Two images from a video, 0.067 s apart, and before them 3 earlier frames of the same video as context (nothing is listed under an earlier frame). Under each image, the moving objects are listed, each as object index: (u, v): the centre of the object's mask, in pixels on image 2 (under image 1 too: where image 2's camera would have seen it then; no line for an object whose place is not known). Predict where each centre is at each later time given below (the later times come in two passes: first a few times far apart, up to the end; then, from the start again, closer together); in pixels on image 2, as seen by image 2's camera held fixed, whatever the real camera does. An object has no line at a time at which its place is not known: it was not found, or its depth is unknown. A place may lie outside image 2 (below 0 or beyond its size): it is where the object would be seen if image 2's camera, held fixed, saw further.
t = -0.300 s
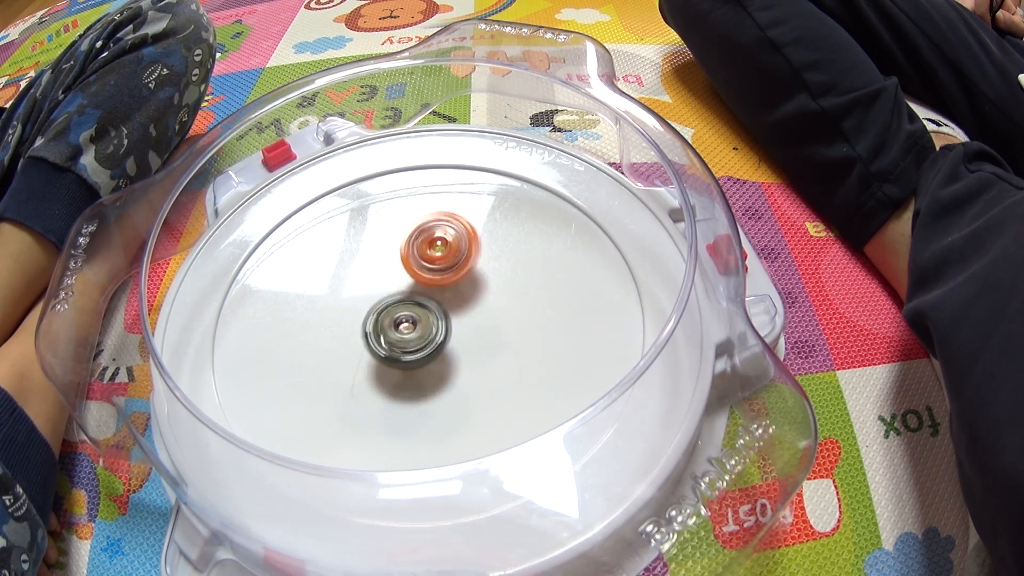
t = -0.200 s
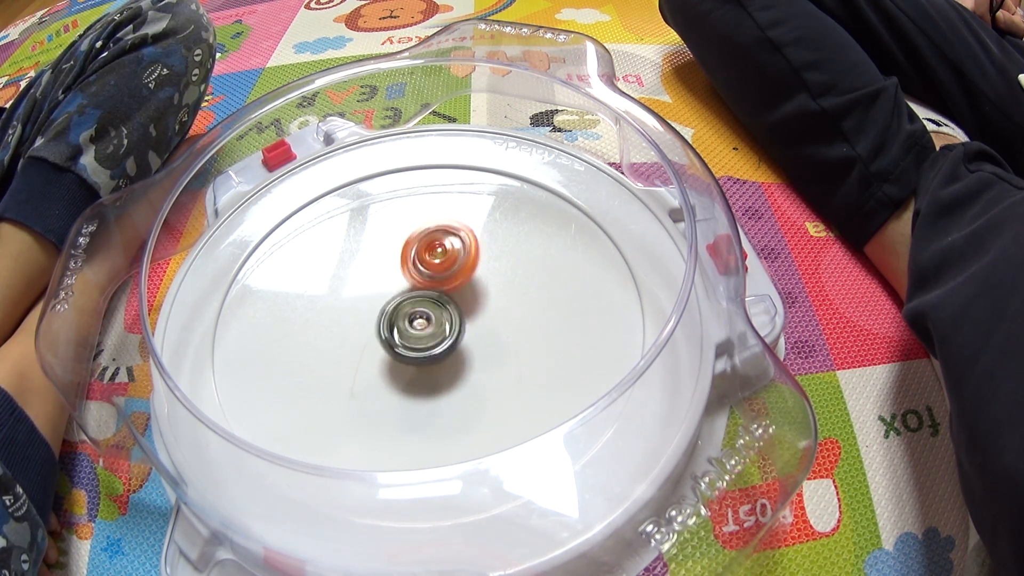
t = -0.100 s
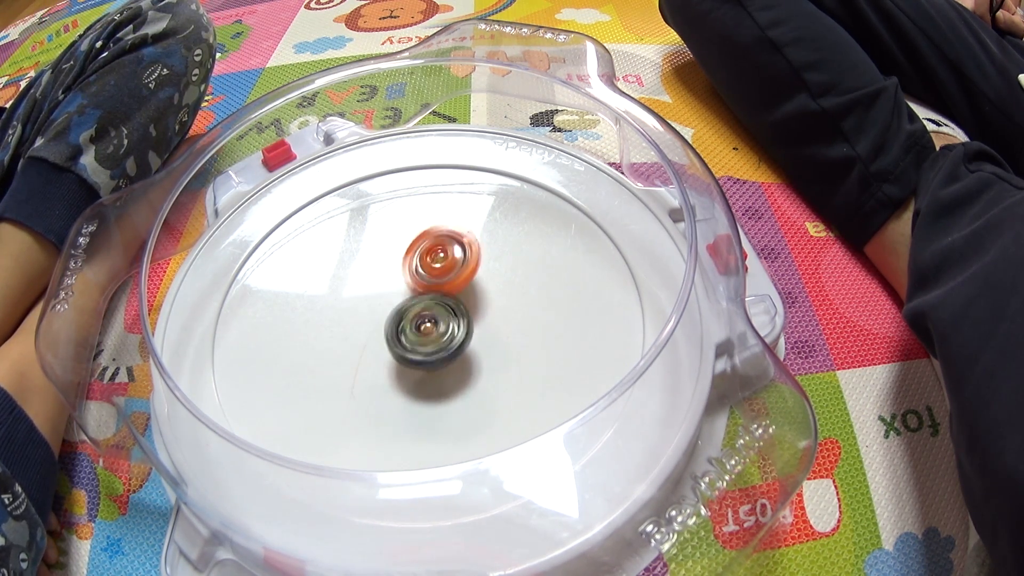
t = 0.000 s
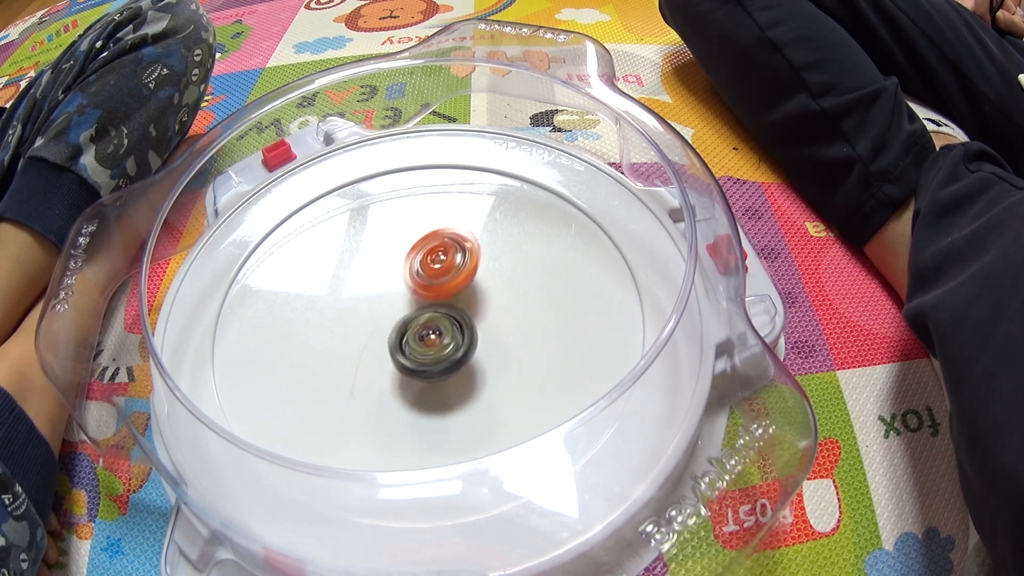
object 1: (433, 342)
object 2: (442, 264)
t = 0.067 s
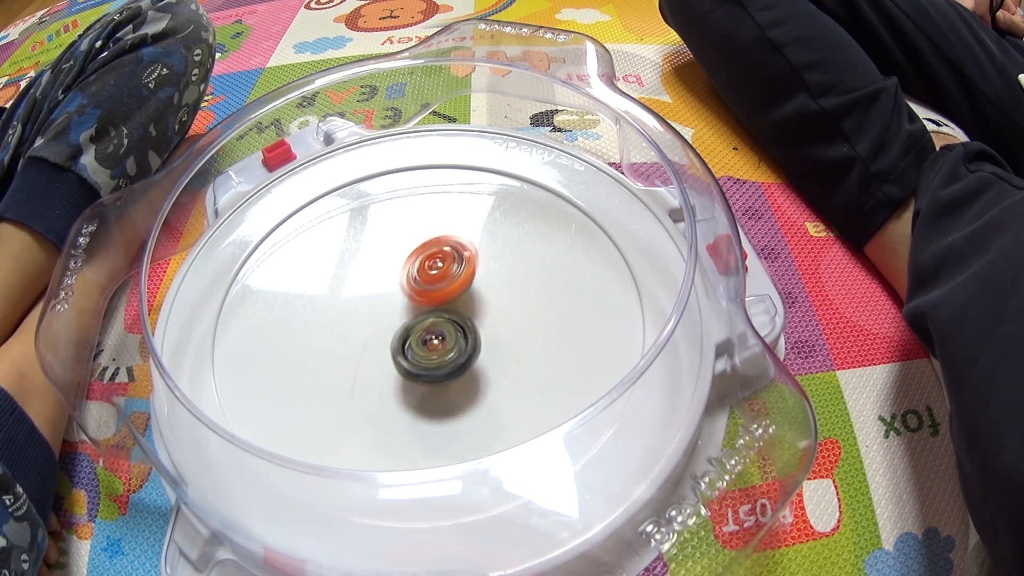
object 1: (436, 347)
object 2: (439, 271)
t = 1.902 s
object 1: (376, 355)
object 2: (466, 399)
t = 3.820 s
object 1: (430, 275)
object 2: (335, 316)
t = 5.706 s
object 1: (495, 346)
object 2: (374, 313)
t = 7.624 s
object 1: (422, 263)
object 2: (437, 326)
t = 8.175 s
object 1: (569, 341)
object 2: (395, 307)
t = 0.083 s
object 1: (436, 349)
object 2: (439, 272)
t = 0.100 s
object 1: (436, 350)
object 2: (437, 275)
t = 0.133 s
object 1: (437, 352)
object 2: (434, 280)
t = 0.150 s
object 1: (437, 353)
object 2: (433, 282)
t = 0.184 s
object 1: (436, 359)
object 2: (431, 284)
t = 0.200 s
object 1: (435, 361)
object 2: (430, 286)
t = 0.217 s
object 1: (435, 362)
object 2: (428, 287)
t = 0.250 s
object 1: (435, 363)
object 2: (425, 289)
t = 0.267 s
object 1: (434, 364)
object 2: (423, 291)
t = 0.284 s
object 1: (434, 365)
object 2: (422, 292)
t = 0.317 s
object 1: (432, 367)
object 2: (418, 294)
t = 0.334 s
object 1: (431, 367)
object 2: (416, 296)
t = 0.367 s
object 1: (429, 368)
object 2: (413, 297)
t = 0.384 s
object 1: (427, 368)
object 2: (411, 298)
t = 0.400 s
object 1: (427, 368)
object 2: (408, 299)
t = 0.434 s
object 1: (424, 367)
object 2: (405, 300)
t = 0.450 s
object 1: (423, 368)
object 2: (402, 299)
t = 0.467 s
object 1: (422, 367)
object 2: (401, 298)
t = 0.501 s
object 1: (419, 367)
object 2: (397, 298)
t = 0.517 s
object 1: (419, 366)
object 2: (396, 297)
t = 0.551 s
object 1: (417, 364)
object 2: (393, 296)
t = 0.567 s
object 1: (415, 363)
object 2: (392, 296)
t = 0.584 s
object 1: (415, 362)
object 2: (391, 295)
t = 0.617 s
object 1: (413, 360)
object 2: (388, 292)
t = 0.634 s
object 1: (411, 358)
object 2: (387, 291)
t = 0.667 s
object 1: (411, 356)
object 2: (385, 289)
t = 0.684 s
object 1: (410, 360)
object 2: (385, 282)
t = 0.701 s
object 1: (410, 365)
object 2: (383, 273)
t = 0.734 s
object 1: (409, 368)
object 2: (380, 259)
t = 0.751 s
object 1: (409, 368)
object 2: (378, 252)
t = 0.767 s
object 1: (409, 367)
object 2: (377, 247)
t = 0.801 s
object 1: (410, 366)
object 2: (373, 238)
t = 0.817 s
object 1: (410, 365)
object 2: (372, 234)
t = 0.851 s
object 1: (410, 363)
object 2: (371, 225)
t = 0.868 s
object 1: (411, 361)
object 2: (371, 220)
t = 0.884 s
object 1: (411, 360)
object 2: (371, 218)
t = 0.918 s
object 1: (412, 357)
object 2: (371, 213)
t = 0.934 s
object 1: (412, 355)
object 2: (370, 211)
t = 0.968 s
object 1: (413, 352)
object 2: (371, 209)
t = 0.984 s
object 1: (414, 350)
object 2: (373, 209)
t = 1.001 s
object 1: (414, 348)
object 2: (374, 210)
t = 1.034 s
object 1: (415, 345)
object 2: (377, 210)
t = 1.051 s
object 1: (416, 343)
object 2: (377, 210)
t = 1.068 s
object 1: (416, 342)
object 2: (379, 212)
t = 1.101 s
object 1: (418, 338)
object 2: (381, 216)
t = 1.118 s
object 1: (418, 336)
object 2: (381, 218)
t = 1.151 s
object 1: (420, 332)
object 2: (384, 224)
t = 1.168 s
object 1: (422, 330)
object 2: (387, 226)
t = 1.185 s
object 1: (423, 329)
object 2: (389, 228)
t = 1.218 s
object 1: (425, 325)
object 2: (394, 233)
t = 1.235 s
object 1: (426, 323)
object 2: (396, 235)
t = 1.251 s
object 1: (428, 322)
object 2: (399, 239)
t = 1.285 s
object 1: (431, 319)
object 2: (407, 246)
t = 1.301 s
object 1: (432, 318)
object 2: (411, 250)
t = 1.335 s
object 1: (432, 318)
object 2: (420, 255)
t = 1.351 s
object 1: (429, 323)
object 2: (427, 255)
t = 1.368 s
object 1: (428, 330)
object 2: (435, 255)
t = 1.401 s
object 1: (423, 339)
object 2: (447, 259)
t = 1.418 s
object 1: (422, 343)
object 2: (455, 261)
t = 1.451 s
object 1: (421, 348)
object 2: (468, 267)
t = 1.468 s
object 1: (420, 348)
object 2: (470, 272)
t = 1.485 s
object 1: (421, 350)
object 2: (473, 276)
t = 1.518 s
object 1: (422, 353)
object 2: (479, 287)
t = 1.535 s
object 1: (421, 355)
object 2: (481, 291)
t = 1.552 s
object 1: (421, 355)
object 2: (483, 297)
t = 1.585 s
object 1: (420, 358)
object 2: (487, 310)
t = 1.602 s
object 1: (421, 359)
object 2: (488, 315)
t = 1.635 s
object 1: (409, 362)
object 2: (496, 328)
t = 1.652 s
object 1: (404, 364)
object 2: (499, 334)
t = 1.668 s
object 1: (399, 364)
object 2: (502, 339)
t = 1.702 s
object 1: (395, 365)
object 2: (505, 350)
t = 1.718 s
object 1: (393, 365)
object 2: (504, 357)
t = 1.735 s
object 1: (391, 365)
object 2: (503, 361)
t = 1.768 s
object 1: (387, 364)
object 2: (499, 372)
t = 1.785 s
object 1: (385, 364)
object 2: (496, 376)
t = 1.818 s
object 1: (382, 361)
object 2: (490, 384)
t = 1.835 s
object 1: (380, 360)
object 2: (486, 387)
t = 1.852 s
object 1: (379, 360)
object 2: (481, 391)
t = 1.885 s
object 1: (377, 357)
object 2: (472, 397)
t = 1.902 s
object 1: (376, 355)
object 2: (466, 399)
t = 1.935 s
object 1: (375, 352)
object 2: (454, 404)
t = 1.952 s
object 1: (374, 350)
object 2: (448, 405)
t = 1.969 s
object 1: (375, 347)
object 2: (442, 405)
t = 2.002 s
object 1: (375, 344)
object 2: (428, 406)
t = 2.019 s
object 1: (376, 341)
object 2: (422, 405)
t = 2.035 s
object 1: (375, 336)
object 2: (416, 407)
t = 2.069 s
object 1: (375, 326)
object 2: (405, 406)
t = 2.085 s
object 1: (376, 322)
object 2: (398, 406)
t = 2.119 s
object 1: (380, 314)
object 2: (388, 402)
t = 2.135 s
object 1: (381, 311)
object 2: (383, 399)
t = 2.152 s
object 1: (383, 308)
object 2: (379, 395)
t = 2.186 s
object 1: (389, 301)
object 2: (370, 387)
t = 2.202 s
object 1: (391, 298)
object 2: (368, 382)
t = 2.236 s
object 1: (397, 292)
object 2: (361, 372)
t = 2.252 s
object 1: (400, 289)
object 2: (360, 367)
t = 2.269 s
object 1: (404, 287)
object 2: (358, 362)
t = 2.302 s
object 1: (410, 282)
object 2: (355, 351)
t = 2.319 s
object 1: (415, 279)
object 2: (353, 343)
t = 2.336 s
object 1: (418, 278)
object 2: (353, 336)
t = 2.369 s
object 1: (425, 275)
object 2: (352, 324)
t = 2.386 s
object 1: (429, 273)
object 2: (353, 317)
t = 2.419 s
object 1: (436, 271)
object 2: (355, 305)
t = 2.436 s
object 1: (439, 270)
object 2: (356, 298)
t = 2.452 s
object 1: (443, 270)
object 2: (359, 294)
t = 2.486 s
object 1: (449, 269)
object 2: (363, 282)
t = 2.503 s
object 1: (452, 269)
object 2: (366, 279)
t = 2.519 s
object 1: (454, 269)
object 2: (370, 272)
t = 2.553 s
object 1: (460, 270)
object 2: (376, 265)
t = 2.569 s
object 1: (463, 271)
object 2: (380, 260)
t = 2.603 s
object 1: (467, 273)
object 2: (389, 254)
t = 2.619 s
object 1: (469, 275)
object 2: (394, 249)
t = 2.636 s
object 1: (471, 276)
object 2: (399, 246)
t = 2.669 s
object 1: (474, 280)
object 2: (409, 243)
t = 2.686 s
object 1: (474, 282)
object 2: (414, 240)
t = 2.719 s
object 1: (476, 286)
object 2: (424, 238)
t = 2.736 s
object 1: (476, 288)
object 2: (430, 236)
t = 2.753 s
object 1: (477, 291)
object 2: (434, 236)
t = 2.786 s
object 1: (476, 296)
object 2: (447, 234)
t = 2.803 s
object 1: (475, 298)
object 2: (451, 236)
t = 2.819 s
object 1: (474, 301)
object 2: (457, 236)
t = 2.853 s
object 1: (472, 307)
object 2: (467, 237)
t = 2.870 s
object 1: (469, 309)
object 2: (471, 239)
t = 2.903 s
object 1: (465, 314)
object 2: (479, 242)
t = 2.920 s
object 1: (462, 317)
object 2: (483, 245)
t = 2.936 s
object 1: (460, 320)
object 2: (487, 246)
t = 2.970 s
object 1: (453, 324)
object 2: (492, 253)
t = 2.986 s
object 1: (449, 326)
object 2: (496, 256)
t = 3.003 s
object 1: (445, 328)
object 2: (497, 261)
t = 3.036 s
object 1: (436, 331)
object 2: (501, 269)
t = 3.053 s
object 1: (430, 333)
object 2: (502, 274)
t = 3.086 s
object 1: (422, 335)
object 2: (504, 283)
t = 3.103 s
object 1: (416, 336)
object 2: (504, 289)
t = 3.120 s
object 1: (411, 337)
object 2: (504, 293)
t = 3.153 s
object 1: (402, 338)
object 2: (501, 305)
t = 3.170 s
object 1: (396, 337)
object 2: (500, 310)
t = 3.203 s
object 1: (388, 336)
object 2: (494, 322)
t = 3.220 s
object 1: (384, 335)
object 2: (492, 328)
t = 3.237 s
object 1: (378, 334)
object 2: (489, 334)
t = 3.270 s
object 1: (373, 332)
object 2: (480, 347)
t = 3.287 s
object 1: (369, 330)
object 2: (475, 352)
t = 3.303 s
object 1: (367, 329)
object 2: (469, 358)
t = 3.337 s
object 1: (363, 325)
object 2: (458, 368)
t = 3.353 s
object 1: (361, 324)
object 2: (452, 372)
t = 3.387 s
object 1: (359, 320)
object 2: (441, 378)
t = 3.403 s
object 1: (358, 318)
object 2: (435, 380)
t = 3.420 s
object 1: (357, 317)
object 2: (428, 382)
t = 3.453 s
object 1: (357, 312)
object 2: (415, 384)
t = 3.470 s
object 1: (357, 310)
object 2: (406, 384)
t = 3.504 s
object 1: (359, 306)
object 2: (392, 385)
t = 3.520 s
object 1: (360, 304)
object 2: (386, 384)
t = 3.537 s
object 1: (362, 302)
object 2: (380, 384)
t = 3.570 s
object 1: (365, 299)
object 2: (369, 377)
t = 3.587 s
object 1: (367, 297)
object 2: (364, 377)
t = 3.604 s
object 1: (368, 295)
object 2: (360, 373)
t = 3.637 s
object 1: (373, 293)
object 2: (351, 364)
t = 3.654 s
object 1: (377, 292)
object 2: (348, 360)
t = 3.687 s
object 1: (385, 285)
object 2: (339, 352)
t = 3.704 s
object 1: (391, 284)
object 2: (337, 348)
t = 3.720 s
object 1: (396, 282)
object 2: (336, 345)
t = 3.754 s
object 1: (407, 279)
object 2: (334, 335)
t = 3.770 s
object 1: (413, 277)
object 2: (334, 332)
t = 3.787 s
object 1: (419, 276)
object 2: (333, 326)
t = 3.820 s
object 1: (430, 275)
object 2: (335, 316)
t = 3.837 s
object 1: (436, 274)
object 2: (335, 311)
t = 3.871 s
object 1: (447, 274)
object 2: (340, 301)
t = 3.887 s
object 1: (453, 274)
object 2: (343, 299)
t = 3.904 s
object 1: (459, 274)
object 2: (345, 294)
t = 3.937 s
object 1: (468, 275)
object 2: (353, 287)
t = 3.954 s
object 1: (473, 277)
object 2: (355, 283)
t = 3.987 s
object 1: (480, 279)
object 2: (365, 274)
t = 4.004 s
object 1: (484, 281)
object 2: (370, 273)
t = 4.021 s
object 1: (486, 282)
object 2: (375, 267)
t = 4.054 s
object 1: (492, 287)
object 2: (387, 263)
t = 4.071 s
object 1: (494, 289)
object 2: (390, 260)
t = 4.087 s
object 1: (495, 291)
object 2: (397, 258)
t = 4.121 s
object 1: (497, 295)
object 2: (408, 256)
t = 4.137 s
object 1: (498, 298)
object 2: (415, 254)
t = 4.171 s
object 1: (498, 303)
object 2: (428, 255)
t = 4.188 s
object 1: (498, 305)
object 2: (434, 253)
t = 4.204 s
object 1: (498, 308)
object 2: (441, 253)
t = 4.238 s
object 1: (496, 314)
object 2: (454, 254)
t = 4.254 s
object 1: (494, 317)
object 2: (462, 254)
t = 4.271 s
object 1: (491, 321)
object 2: (469, 254)
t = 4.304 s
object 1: (486, 329)
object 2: (479, 258)
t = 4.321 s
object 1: (482, 332)
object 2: (483, 259)
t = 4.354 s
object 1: (472, 342)
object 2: (492, 263)
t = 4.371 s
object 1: (464, 347)
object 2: (496, 265)
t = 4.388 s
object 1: (460, 353)
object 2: (498, 268)
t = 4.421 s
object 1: (446, 362)
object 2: (502, 274)
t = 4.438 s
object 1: (439, 366)
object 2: (504, 278)
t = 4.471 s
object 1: (424, 373)
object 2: (507, 288)
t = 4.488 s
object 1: (418, 375)
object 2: (508, 292)
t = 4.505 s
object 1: (410, 378)
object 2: (509, 297)
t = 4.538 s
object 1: (396, 380)
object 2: (507, 306)
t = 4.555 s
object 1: (388, 381)
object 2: (505, 310)
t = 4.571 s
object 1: (383, 383)
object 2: (504, 315)
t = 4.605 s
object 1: (370, 380)
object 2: (499, 325)
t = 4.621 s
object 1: (365, 378)
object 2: (495, 328)
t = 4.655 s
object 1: (356, 375)
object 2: (487, 339)
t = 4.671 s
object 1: (350, 372)
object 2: (482, 343)
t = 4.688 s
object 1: (346, 369)
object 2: (478, 346)
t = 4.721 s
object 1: (340, 362)
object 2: (465, 354)
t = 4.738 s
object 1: (338, 359)
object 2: (458, 357)
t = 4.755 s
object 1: (336, 356)
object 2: (450, 360)
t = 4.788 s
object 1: (333, 348)
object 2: (434, 365)
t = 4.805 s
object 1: (332, 343)
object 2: (427, 366)
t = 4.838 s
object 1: (331, 333)
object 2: (414, 367)
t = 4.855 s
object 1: (331, 328)
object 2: (408, 367)
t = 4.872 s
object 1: (330, 323)
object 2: (404, 367)
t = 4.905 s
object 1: (331, 311)
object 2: (397, 366)
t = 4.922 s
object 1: (333, 307)
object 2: (392, 365)
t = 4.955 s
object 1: (337, 295)
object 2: (387, 359)
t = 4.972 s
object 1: (340, 290)
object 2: (383, 356)
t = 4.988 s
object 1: (343, 285)
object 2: (380, 353)
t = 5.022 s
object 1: (351, 275)
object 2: (377, 348)
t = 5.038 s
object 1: (355, 270)
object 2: (373, 344)
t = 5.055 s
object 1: (359, 265)
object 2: (373, 341)
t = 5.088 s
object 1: (370, 258)
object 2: (373, 334)
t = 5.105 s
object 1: (375, 254)
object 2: (372, 331)
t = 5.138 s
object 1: (387, 248)
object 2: (373, 325)
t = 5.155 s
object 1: (392, 245)
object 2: (374, 321)
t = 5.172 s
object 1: (398, 243)
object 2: (375, 316)
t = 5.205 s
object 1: (411, 239)
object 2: (379, 309)
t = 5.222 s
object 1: (417, 238)
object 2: (382, 304)
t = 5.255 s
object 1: (430, 237)
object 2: (385, 297)
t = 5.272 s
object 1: (439, 233)
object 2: (380, 295)
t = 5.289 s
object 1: (450, 228)
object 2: (381, 297)
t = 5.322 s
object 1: (467, 226)
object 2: (375, 298)
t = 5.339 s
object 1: (476, 226)
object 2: (375, 300)
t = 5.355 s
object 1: (482, 227)
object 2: (374, 300)
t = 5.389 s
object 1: (493, 230)
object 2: (372, 300)
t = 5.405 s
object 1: (497, 233)
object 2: (373, 301)
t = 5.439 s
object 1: (505, 240)
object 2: (373, 302)
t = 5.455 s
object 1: (507, 244)
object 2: (372, 303)
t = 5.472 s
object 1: (510, 248)
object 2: (373, 303)
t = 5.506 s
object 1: (513, 259)
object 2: (375, 304)
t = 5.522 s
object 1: (515, 264)
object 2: (373, 306)
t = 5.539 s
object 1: (516, 271)
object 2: (374, 305)
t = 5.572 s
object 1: (516, 285)
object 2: (374, 307)
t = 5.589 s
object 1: (517, 291)
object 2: (374, 309)
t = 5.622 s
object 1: (514, 308)
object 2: (374, 311)
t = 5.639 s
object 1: (510, 316)
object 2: (374, 311)
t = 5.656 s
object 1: (508, 323)
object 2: (375, 313)
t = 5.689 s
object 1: (500, 338)
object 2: (374, 313)
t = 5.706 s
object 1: (495, 346)
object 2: (374, 313)
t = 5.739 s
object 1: (483, 359)
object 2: (374, 314)
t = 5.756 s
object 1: (477, 365)
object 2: (374, 314)
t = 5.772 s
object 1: (469, 371)
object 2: (375, 314)
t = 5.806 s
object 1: (455, 383)
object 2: (376, 315)
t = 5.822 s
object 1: (446, 387)
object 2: (377, 314)
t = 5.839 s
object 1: (438, 391)
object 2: (380, 315)
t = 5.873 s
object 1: (421, 397)
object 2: (383, 315)
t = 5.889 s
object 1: (412, 398)
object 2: (383, 317)
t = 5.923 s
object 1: (394, 400)
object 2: (384, 320)
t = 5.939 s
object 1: (386, 399)
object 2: (384, 321)
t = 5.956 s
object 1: (379, 398)
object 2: (383, 322)
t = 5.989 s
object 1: (359, 400)
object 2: (387, 317)
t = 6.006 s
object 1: (352, 400)
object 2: (390, 315)
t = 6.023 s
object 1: (344, 399)
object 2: (392, 314)
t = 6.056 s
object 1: (331, 393)
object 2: (397, 313)
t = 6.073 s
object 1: (325, 388)
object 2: (400, 313)
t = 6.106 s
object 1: (318, 380)
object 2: (404, 313)
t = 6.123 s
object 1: (316, 375)
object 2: (407, 312)
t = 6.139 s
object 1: (312, 370)
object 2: (409, 312)
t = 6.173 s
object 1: (310, 358)
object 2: (416, 311)
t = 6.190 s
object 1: (309, 352)
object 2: (420, 313)
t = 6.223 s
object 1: (309, 340)
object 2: (427, 315)
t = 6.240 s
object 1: (310, 333)
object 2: (428, 316)
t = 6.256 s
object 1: (313, 327)
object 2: (429, 318)
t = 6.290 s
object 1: (318, 315)
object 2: (432, 320)
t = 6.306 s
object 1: (321, 309)
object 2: (432, 321)
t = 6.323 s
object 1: (326, 304)
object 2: (434, 321)
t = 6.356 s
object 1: (336, 294)
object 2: (438, 325)
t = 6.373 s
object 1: (341, 289)
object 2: (439, 328)
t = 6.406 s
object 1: (353, 281)
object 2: (438, 332)
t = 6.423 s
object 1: (359, 278)
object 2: (436, 333)
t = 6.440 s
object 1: (365, 275)
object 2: (437, 334)
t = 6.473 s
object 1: (378, 269)
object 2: (435, 337)
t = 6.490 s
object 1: (385, 267)
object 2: (436, 339)
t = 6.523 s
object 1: (401, 265)
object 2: (433, 340)
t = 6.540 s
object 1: (408, 264)
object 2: (430, 342)
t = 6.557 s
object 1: (416, 264)
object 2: (428, 341)
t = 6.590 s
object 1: (430, 266)
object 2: (426, 340)
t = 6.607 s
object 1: (437, 267)
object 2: (426, 341)
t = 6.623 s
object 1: (443, 268)
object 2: (423, 340)
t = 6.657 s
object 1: (457, 273)
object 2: (420, 338)
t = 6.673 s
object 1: (463, 275)
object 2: (419, 335)
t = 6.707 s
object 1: (473, 283)
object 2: (416, 333)
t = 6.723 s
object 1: (479, 286)
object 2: (415, 330)
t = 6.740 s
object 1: (483, 291)
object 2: (415, 329)
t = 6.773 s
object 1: (491, 299)
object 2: (413, 325)
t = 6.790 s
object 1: (493, 303)
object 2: (412, 324)
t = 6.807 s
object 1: (495, 309)
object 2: (412, 321)
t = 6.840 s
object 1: (497, 321)
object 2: (414, 317)
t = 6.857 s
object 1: (498, 327)
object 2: (415, 316)
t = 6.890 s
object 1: (496, 339)
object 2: (416, 313)
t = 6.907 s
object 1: (493, 346)
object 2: (417, 312)
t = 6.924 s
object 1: (488, 351)
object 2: (418, 310)
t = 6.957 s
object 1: (479, 363)
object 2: (420, 307)
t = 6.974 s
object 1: (475, 367)
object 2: (422, 306)
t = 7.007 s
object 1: (461, 375)
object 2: (426, 304)
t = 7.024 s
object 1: (454, 379)
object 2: (428, 304)
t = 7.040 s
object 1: (447, 381)
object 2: (429, 303)
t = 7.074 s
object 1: (431, 384)
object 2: (433, 302)
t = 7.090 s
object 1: (423, 384)
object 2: (436, 303)
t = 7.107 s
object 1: (415, 384)
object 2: (437, 304)
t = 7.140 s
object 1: (400, 382)
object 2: (440, 304)
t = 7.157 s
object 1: (392, 379)
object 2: (441, 305)
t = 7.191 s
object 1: (382, 373)
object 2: (441, 307)
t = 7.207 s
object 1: (375, 369)
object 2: (443, 306)
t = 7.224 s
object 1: (372, 365)
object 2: (443, 308)
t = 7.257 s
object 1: (364, 354)
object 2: (445, 310)
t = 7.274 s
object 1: (362, 350)
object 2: (444, 311)
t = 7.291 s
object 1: (360, 344)
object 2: (444, 312)
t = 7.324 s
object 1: (358, 333)
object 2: (442, 315)
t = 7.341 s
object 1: (358, 327)
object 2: (442, 317)
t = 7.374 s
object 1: (360, 318)
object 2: (440, 318)
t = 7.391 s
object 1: (361, 312)
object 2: (438, 319)
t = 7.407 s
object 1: (364, 307)
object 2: (437, 319)
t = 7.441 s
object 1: (367, 297)
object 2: (436, 320)
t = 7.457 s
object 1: (371, 294)
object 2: (437, 321)
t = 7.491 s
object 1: (376, 284)
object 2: (436, 322)
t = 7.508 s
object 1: (380, 280)
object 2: (437, 322)
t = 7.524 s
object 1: (385, 277)
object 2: (436, 322)
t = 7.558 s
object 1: (398, 271)
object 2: (438, 320)
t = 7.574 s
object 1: (404, 269)
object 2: (439, 322)
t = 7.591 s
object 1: (410, 266)
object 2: (439, 323)
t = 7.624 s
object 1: (422, 263)
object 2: (437, 326)
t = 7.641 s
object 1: (427, 263)
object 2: (437, 327)
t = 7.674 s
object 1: (438, 263)
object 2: (436, 328)
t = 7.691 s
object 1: (442, 264)
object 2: (435, 327)
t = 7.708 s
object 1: (446, 265)
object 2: (435, 326)
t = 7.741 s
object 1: (456, 271)
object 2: (433, 328)
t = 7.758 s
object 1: (461, 273)
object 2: (431, 327)
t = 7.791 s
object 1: (473, 283)
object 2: (430, 325)
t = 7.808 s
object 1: (479, 288)
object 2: (430, 324)
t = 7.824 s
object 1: (486, 294)
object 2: (423, 325)
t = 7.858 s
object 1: (503, 304)
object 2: (410, 329)
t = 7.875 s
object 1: (512, 308)
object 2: (405, 329)
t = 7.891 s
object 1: (521, 312)
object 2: (401, 328)
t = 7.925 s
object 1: (536, 320)
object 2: (394, 322)
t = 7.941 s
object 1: (544, 325)
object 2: (392, 321)
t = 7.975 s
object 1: (556, 330)
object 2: (386, 319)
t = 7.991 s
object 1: (561, 333)
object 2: (387, 317)
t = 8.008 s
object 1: (566, 335)
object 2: (388, 315)
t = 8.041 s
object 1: (573, 339)
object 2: (387, 313)
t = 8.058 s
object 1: (575, 339)
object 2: (388, 310)
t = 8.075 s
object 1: (577, 340)
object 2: (388, 310)
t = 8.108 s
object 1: (576, 342)
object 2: (389, 307)
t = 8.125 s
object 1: (574, 343)
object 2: (390, 306)
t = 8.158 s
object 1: (571, 341)
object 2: (393, 307)
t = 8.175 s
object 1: (569, 341)
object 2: (395, 307)
